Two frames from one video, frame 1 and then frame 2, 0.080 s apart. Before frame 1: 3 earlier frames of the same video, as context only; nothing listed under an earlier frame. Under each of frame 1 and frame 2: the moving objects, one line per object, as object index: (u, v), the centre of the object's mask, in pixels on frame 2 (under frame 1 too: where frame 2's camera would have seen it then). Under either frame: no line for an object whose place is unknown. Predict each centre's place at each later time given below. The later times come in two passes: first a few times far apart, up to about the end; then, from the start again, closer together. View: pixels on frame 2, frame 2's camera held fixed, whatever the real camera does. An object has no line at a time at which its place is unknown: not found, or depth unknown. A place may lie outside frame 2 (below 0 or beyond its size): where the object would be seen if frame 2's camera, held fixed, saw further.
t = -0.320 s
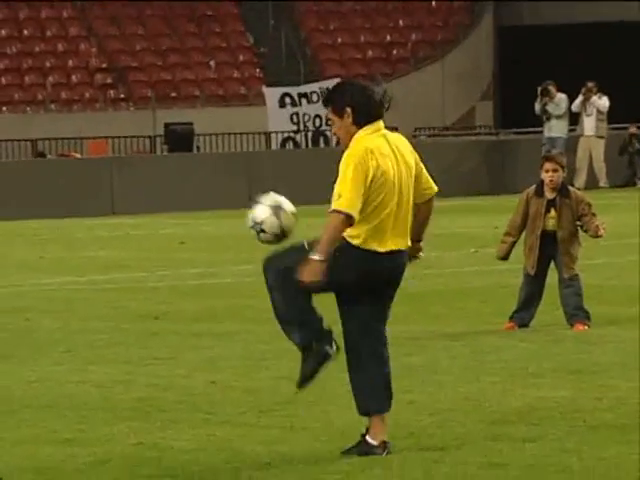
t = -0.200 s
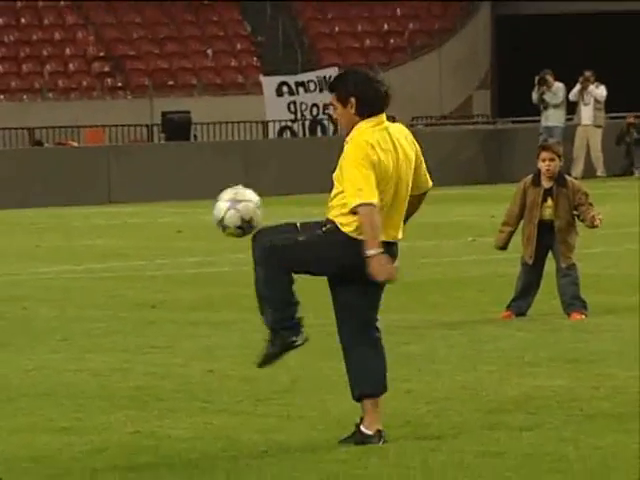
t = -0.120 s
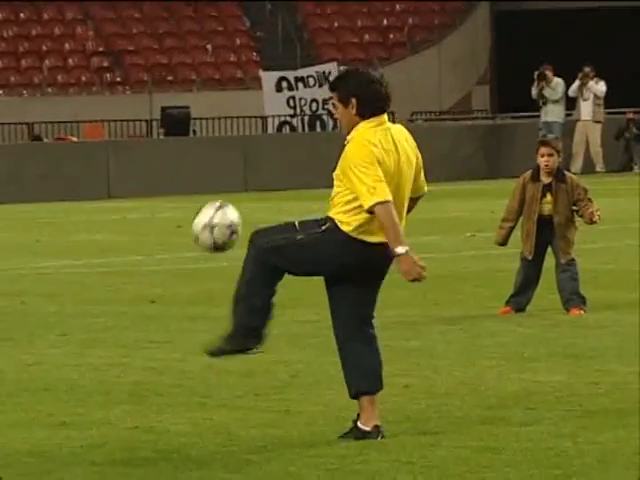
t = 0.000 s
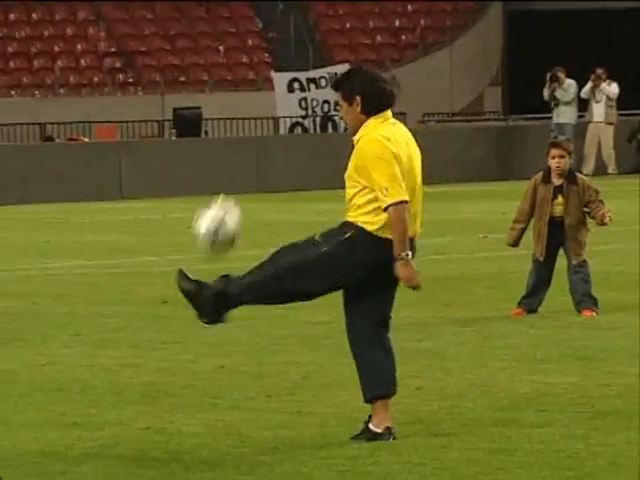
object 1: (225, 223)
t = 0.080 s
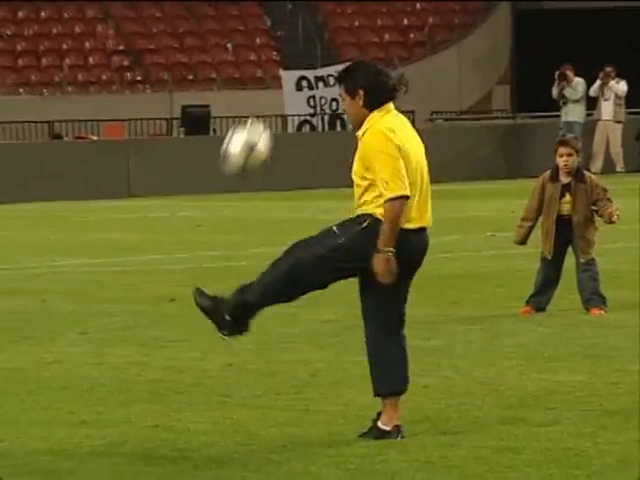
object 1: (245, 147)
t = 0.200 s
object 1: (279, 61)
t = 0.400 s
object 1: (336, 0)
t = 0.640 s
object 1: (408, 27)
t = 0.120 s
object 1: (256, 115)
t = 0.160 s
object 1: (268, 87)
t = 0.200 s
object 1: (279, 61)
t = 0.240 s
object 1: (291, 41)
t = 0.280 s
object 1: (302, 23)
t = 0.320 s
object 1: (314, 11)
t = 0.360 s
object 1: (325, 4)
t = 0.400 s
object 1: (336, 0)
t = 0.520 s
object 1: (372, 3)
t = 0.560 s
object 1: (383, 9)
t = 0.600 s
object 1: (396, 16)
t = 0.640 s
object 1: (408, 27)
